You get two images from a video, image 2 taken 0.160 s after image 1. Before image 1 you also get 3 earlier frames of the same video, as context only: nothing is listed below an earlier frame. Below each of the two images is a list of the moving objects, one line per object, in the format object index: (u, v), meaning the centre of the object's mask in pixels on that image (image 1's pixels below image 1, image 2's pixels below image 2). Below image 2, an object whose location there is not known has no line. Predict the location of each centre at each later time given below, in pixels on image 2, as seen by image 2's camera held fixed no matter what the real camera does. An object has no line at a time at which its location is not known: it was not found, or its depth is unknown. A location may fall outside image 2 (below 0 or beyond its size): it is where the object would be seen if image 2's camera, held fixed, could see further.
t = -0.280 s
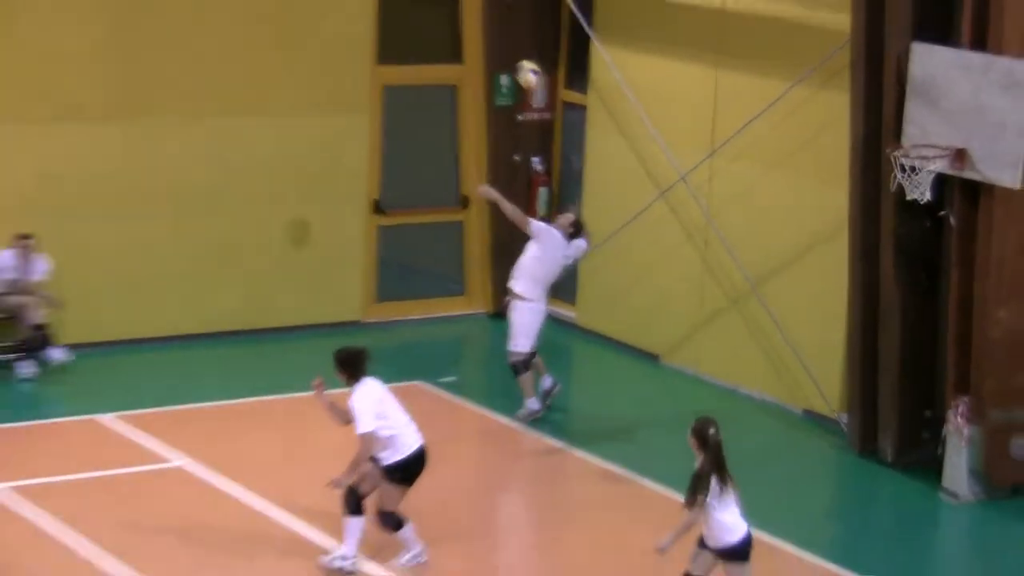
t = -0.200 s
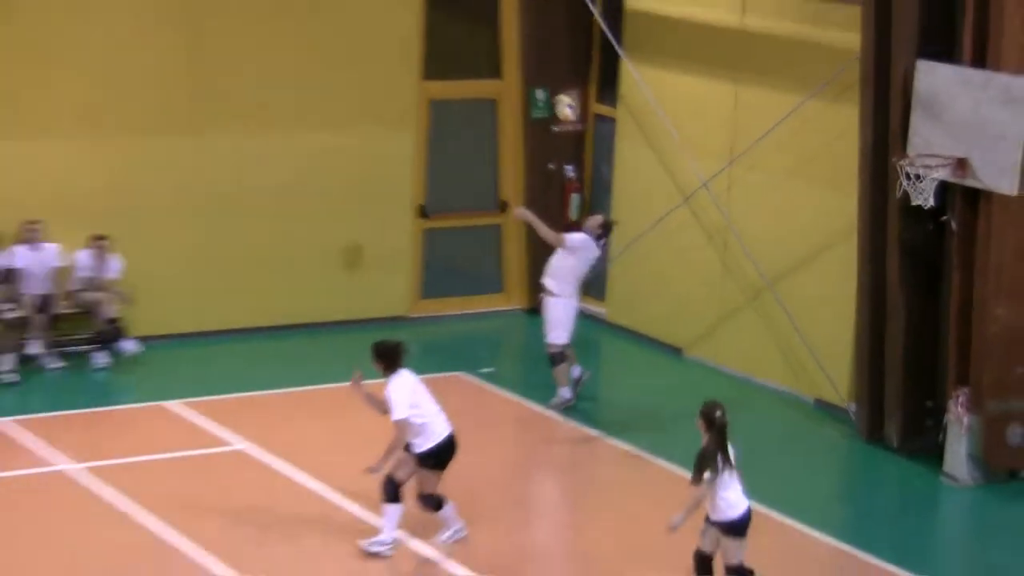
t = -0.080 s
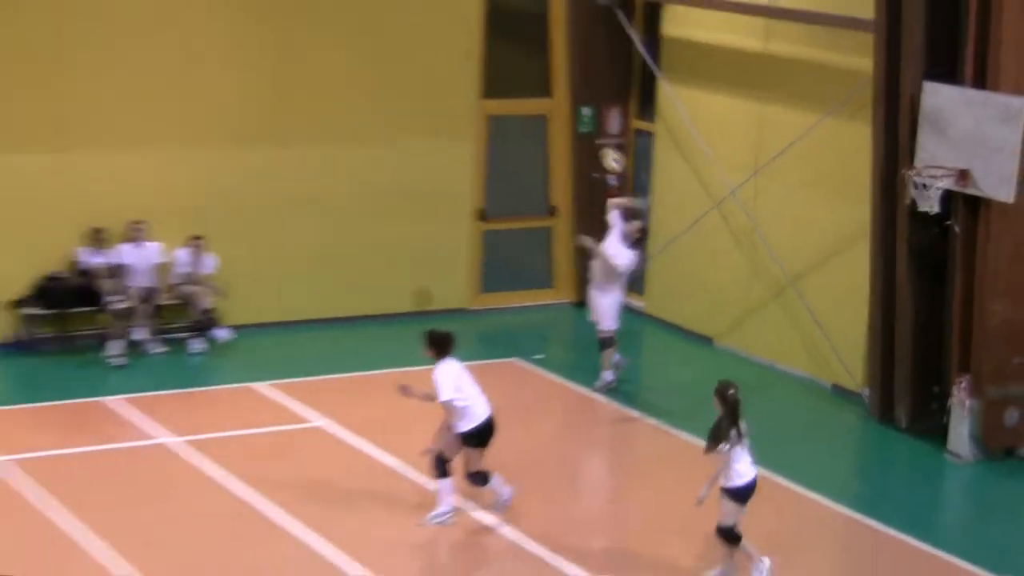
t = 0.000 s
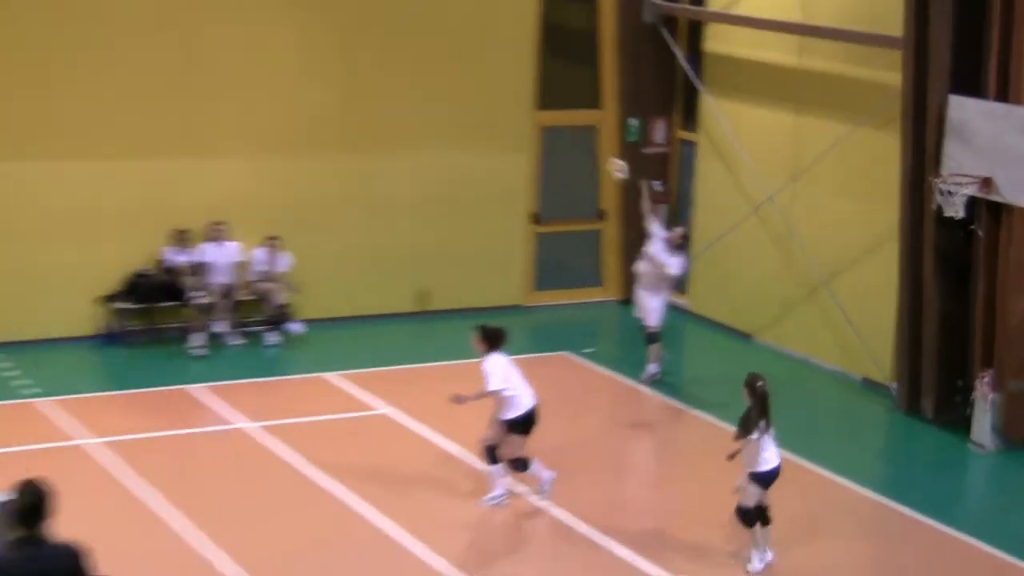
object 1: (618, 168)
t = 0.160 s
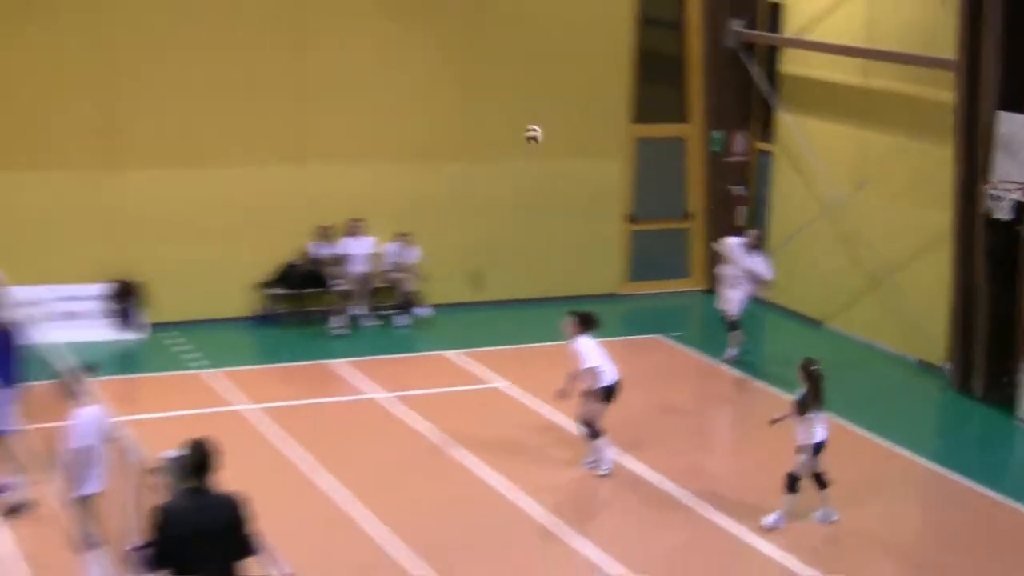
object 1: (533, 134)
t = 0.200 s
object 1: (490, 125)
